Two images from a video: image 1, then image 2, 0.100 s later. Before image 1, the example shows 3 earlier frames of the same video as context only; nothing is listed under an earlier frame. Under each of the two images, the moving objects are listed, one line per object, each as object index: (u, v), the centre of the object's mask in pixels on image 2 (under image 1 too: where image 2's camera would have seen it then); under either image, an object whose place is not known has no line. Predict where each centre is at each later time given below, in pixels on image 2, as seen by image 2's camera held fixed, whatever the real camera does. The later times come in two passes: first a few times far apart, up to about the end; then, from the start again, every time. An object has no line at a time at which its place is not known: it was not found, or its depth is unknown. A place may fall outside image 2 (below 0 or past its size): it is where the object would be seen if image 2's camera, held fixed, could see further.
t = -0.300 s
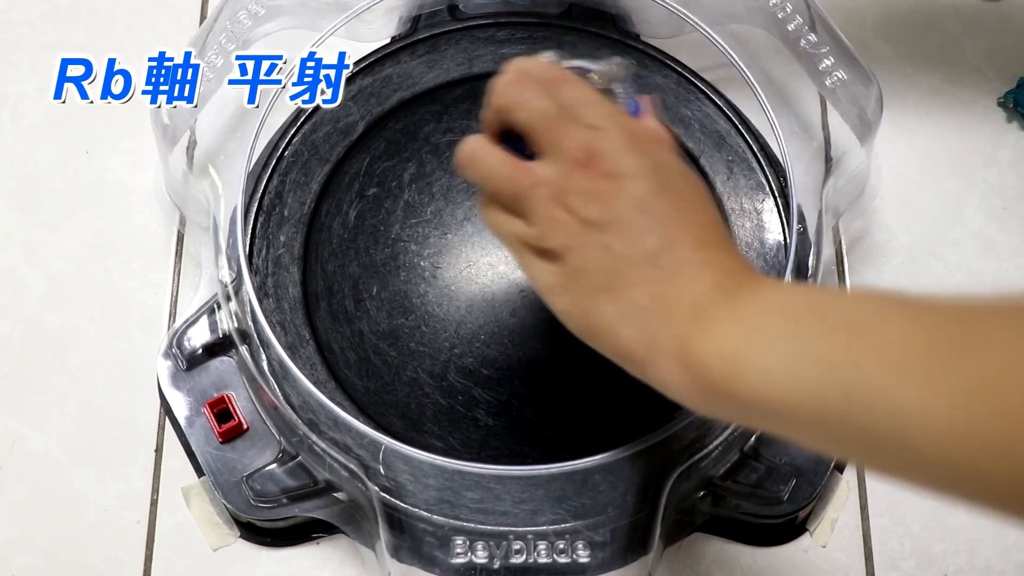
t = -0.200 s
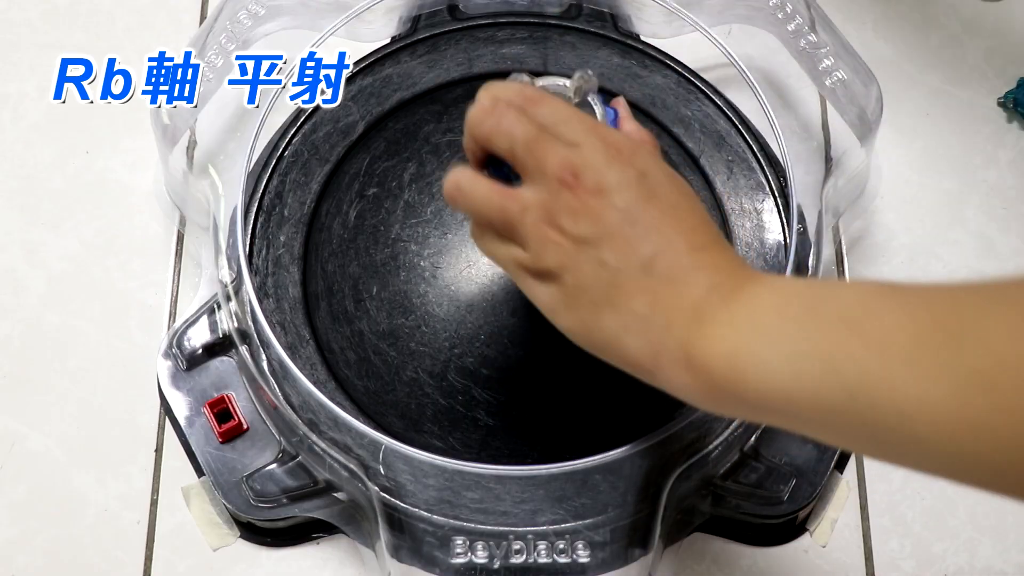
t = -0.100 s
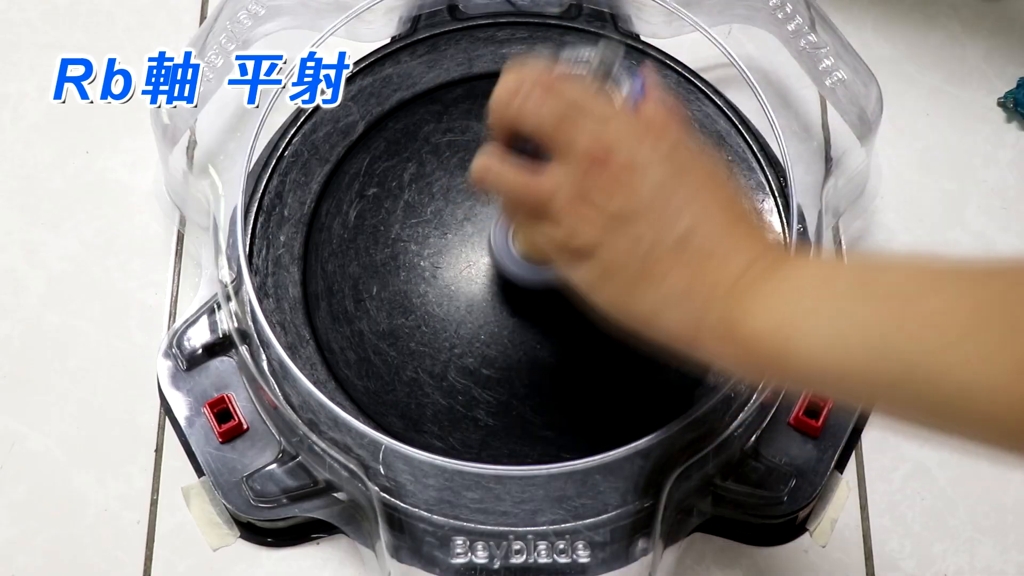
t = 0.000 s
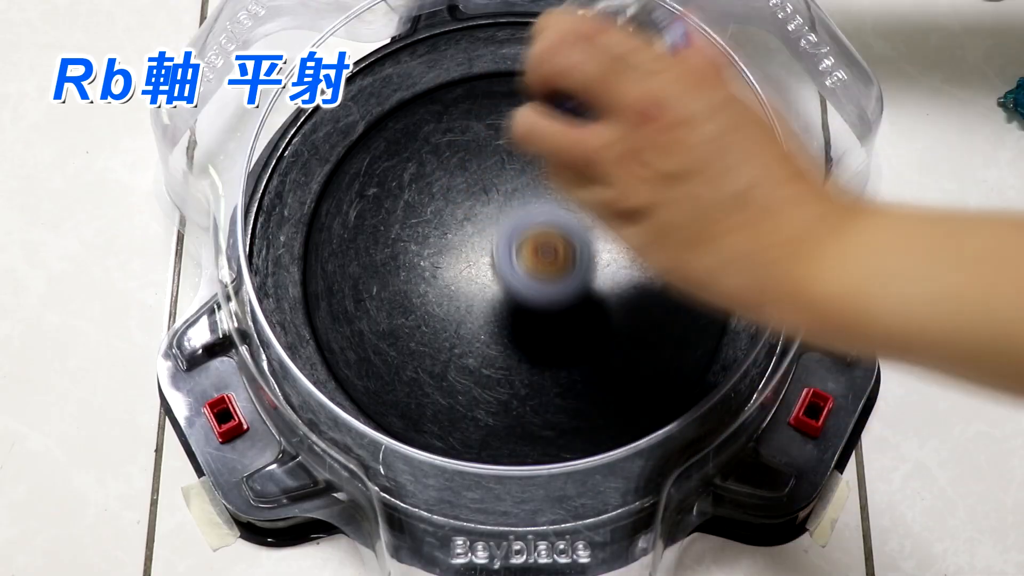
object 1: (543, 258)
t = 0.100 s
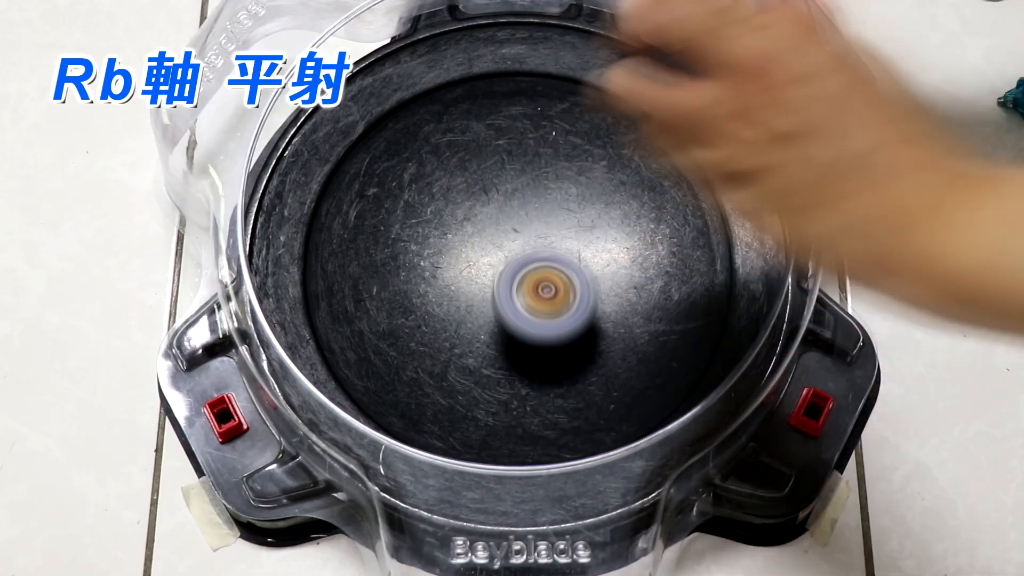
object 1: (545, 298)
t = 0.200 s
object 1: (541, 326)
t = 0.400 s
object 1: (511, 341)
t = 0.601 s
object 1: (472, 311)
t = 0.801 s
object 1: (510, 236)
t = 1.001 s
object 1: (599, 210)
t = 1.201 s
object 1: (620, 268)
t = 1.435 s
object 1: (548, 348)
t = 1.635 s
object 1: (436, 292)
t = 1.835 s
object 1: (450, 163)
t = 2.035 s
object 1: (583, 120)
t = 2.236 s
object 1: (689, 229)
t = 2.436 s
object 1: (596, 382)
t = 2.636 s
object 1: (399, 340)
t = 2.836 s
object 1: (364, 159)
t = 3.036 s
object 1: (511, 63)
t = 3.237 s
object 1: (672, 172)
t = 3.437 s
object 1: (625, 370)
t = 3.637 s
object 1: (414, 391)
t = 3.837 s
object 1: (308, 234)
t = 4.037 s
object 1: (453, 87)
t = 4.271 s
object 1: (677, 171)
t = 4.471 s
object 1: (657, 373)
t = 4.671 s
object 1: (458, 436)
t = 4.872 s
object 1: (318, 297)
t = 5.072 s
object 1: (405, 128)
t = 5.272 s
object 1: (599, 128)
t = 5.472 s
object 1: (692, 285)
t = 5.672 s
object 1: (575, 413)
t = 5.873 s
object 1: (399, 356)
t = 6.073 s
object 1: (396, 190)
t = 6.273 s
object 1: (537, 120)
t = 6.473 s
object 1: (661, 200)
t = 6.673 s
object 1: (621, 339)
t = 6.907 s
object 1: (442, 340)
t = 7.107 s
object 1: (400, 219)
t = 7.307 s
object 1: (485, 139)
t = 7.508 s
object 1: (606, 185)
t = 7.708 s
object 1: (610, 322)
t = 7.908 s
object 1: (479, 371)
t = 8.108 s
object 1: (382, 286)
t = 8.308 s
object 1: (428, 171)
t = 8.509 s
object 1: (575, 165)
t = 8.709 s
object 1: (646, 293)
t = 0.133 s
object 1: (544, 306)
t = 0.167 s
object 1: (542, 321)
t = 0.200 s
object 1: (541, 326)
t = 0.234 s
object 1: (538, 328)
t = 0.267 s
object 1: (533, 336)
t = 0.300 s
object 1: (529, 338)
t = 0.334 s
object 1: (523, 340)
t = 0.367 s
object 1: (516, 342)
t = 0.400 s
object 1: (511, 341)
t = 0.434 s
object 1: (504, 338)
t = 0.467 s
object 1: (497, 335)
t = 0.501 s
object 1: (490, 332)
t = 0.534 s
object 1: (483, 327)
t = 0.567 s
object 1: (477, 319)
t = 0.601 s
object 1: (472, 311)
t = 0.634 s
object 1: (471, 300)
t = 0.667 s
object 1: (473, 287)
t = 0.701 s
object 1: (477, 275)
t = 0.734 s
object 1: (485, 260)
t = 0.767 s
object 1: (496, 248)
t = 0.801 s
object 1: (510, 236)
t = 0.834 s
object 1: (525, 227)
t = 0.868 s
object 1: (541, 218)
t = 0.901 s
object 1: (557, 213)
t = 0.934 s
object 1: (572, 209)
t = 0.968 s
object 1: (587, 208)
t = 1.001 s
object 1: (599, 210)
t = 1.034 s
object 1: (609, 216)
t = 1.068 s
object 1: (616, 223)
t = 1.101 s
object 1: (621, 232)
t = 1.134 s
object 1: (623, 242)
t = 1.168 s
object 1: (623, 255)
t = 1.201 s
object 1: (620, 268)
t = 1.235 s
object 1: (616, 281)
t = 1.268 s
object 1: (610, 296)
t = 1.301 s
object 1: (601, 309)
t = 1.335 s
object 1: (592, 320)
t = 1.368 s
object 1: (579, 331)
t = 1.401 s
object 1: (564, 341)
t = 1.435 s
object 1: (548, 348)
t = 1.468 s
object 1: (526, 350)
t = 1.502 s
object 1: (504, 347)
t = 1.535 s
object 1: (485, 339)
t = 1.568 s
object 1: (466, 327)
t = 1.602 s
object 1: (450, 313)
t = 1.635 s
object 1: (436, 292)
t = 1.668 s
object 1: (427, 269)
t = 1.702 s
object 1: (424, 250)
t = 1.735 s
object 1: (425, 225)
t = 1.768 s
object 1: (430, 200)
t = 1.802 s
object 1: (438, 183)
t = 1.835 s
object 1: (450, 163)
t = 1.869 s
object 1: (467, 146)
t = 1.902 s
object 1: (487, 133)
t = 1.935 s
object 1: (509, 123)
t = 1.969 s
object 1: (535, 118)
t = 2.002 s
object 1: (556, 117)
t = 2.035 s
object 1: (583, 120)
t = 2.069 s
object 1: (608, 129)
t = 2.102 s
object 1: (630, 141)
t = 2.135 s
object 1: (648, 156)
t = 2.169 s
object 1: (669, 178)
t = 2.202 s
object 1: (682, 205)
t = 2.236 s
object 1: (689, 229)
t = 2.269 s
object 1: (692, 262)
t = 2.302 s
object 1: (687, 290)
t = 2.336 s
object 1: (676, 316)
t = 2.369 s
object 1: (652, 346)
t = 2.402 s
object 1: (626, 367)
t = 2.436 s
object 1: (596, 382)
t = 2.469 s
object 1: (561, 391)
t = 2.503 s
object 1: (525, 393)
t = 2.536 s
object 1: (491, 389)
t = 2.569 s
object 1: (455, 377)
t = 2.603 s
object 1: (425, 364)
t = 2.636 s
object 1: (399, 340)
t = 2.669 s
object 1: (376, 312)
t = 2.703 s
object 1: (363, 287)
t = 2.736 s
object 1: (355, 254)
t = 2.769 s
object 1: (353, 219)
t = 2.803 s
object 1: (356, 194)
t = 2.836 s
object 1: (364, 159)
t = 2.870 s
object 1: (380, 130)
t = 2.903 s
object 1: (398, 108)
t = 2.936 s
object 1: (423, 88)
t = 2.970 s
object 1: (449, 73)
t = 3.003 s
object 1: (480, 65)
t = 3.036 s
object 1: (511, 63)
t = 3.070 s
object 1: (545, 70)
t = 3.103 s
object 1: (576, 80)
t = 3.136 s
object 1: (606, 94)
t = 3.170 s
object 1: (636, 120)
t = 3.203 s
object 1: (656, 147)
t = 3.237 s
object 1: (672, 172)
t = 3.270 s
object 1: (684, 210)
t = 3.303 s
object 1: (686, 243)
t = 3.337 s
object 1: (683, 276)
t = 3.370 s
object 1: (672, 311)
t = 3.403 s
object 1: (652, 344)
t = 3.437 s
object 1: (625, 370)
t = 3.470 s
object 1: (593, 391)
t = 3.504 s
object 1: (560, 403)
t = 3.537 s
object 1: (526, 409)
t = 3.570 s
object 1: (481, 410)
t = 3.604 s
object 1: (452, 406)
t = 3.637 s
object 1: (414, 391)
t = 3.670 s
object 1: (382, 372)
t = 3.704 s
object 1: (357, 355)
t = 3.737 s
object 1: (332, 326)
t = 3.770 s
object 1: (313, 294)
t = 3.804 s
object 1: (306, 267)
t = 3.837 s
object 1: (308, 234)
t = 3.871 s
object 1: (321, 198)
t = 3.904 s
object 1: (338, 174)
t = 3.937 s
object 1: (362, 145)
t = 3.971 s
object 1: (391, 118)
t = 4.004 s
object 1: (420, 102)
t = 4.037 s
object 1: (453, 87)
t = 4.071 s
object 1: (490, 77)
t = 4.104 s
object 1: (525, 77)
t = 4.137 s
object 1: (561, 84)
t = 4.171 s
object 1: (595, 96)
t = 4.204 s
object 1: (625, 114)
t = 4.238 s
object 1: (655, 140)
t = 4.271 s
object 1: (677, 171)
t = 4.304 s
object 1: (692, 207)
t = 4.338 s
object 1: (700, 238)
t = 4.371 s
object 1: (701, 276)
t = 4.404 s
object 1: (695, 311)
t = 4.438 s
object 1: (680, 344)
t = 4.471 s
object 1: (657, 373)
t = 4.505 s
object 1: (632, 393)
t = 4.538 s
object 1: (605, 409)
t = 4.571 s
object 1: (567, 423)
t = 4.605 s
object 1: (534, 440)
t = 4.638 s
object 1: (496, 443)
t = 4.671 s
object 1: (458, 436)
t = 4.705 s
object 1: (426, 422)
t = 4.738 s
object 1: (396, 405)
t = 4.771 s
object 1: (363, 386)
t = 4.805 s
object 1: (347, 358)
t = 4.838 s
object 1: (330, 331)
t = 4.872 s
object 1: (318, 297)
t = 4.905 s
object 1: (318, 267)
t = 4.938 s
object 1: (322, 234)
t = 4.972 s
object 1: (334, 200)
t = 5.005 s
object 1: (357, 169)
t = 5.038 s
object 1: (375, 150)
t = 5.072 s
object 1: (405, 128)
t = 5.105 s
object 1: (434, 115)
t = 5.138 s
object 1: (466, 107)
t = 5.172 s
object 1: (502, 102)
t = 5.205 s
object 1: (535, 107)
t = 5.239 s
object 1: (565, 113)
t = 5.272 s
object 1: (599, 128)
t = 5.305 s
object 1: (629, 148)
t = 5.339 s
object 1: (649, 165)
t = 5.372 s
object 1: (669, 194)
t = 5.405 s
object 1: (685, 226)
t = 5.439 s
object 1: (690, 249)
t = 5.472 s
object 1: (692, 285)
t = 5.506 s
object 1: (688, 316)
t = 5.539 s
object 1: (677, 340)
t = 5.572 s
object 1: (658, 367)
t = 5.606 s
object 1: (632, 388)
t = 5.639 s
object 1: (612, 399)
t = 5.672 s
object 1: (575, 413)
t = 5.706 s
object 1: (542, 420)
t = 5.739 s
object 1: (512, 419)
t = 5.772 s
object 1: (477, 411)
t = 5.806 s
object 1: (449, 400)
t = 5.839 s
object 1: (423, 382)
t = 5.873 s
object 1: (399, 356)
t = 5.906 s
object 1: (385, 332)
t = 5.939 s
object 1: (376, 302)
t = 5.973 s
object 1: (372, 272)
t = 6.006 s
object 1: (375, 243)
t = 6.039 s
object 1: (383, 219)
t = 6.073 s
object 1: (396, 190)
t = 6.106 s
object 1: (416, 167)
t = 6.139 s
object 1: (433, 152)
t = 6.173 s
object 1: (459, 134)
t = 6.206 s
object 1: (485, 126)
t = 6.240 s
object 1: (508, 121)
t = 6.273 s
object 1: (537, 120)
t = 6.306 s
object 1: (564, 124)
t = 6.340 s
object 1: (588, 130)
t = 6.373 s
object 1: (612, 143)
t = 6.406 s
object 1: (632, 160)
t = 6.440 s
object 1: (647, 176)
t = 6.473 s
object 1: (661, 200)
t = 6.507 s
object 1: (670, 226)
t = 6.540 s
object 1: (672, 247)
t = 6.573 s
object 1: (669, 274)
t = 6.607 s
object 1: (658, 300)
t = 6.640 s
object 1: (642, 319)
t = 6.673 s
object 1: (621, 339)
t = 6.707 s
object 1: (599, 354)
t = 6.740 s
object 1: (573, 364)
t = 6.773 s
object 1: (545, 368)
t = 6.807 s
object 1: (517, 369)
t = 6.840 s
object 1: (491, 365)
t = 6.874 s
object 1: (462, 352)
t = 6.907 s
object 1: (442, 340)
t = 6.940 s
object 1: (424, 323)
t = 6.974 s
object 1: (410, 303)
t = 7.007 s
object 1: (400, 281)
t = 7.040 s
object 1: (396, 261)
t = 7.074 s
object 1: (396, 240)
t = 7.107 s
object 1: (400, 219)
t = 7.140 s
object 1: (407, 200)
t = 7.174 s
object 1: (417, 183)
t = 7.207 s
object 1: (432, 168)
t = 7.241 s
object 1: (446, 157)
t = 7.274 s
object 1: (464, 146)
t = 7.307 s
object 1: (485, 139)
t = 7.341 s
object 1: (506, 137)
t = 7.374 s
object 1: (526, 138)
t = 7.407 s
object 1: (551, 144)
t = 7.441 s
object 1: (570, 151)
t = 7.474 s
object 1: (589, 166)
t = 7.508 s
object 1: (606, 185)
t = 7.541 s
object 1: (620, 204)
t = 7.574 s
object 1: (628, 227)
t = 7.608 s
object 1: (631, 252)
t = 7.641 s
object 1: (630, 276)
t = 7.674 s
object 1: (623, 300)
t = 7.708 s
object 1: (610, 322)
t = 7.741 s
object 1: (595, 338)
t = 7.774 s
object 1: (573, 354)
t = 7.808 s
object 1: (552, 364)
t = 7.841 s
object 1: (529, 371)
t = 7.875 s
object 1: (503, 372)
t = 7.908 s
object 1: (479, 371)
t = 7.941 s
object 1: (456, 365)
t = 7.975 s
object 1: (434, 355)
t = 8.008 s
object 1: (415, 339)
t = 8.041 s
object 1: (402, 325)
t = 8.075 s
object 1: (390, 306)
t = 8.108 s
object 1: (382, 286)
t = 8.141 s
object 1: (380, 266)
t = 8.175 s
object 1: (382, 244)
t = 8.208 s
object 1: (386, 224)
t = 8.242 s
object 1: (397, 204)
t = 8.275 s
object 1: (411, 187)
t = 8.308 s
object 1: (428, 171)
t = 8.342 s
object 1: (451, 159)
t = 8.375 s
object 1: (475, 152)
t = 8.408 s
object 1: (499, 148)
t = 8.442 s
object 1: (524, 148)
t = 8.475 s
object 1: (551, 154)
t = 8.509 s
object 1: (575, 165)
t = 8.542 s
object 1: (597, 180)
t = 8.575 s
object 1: (617, 197)
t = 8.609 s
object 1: (632, 220)
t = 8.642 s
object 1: (642, 241)
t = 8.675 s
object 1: (646, 266)
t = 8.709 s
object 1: (646, 293)
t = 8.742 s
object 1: (641, 313)
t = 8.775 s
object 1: (629, 335)
